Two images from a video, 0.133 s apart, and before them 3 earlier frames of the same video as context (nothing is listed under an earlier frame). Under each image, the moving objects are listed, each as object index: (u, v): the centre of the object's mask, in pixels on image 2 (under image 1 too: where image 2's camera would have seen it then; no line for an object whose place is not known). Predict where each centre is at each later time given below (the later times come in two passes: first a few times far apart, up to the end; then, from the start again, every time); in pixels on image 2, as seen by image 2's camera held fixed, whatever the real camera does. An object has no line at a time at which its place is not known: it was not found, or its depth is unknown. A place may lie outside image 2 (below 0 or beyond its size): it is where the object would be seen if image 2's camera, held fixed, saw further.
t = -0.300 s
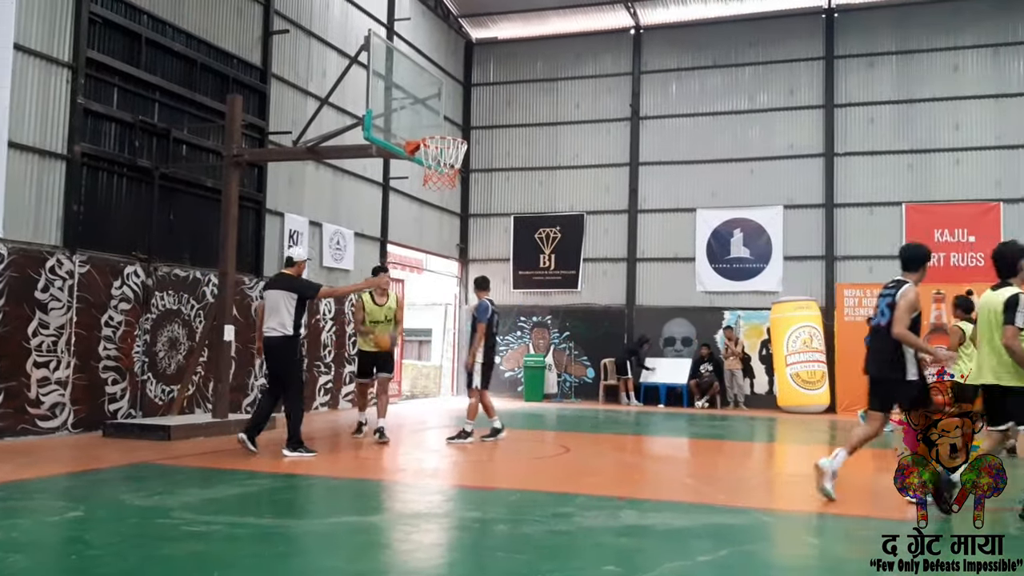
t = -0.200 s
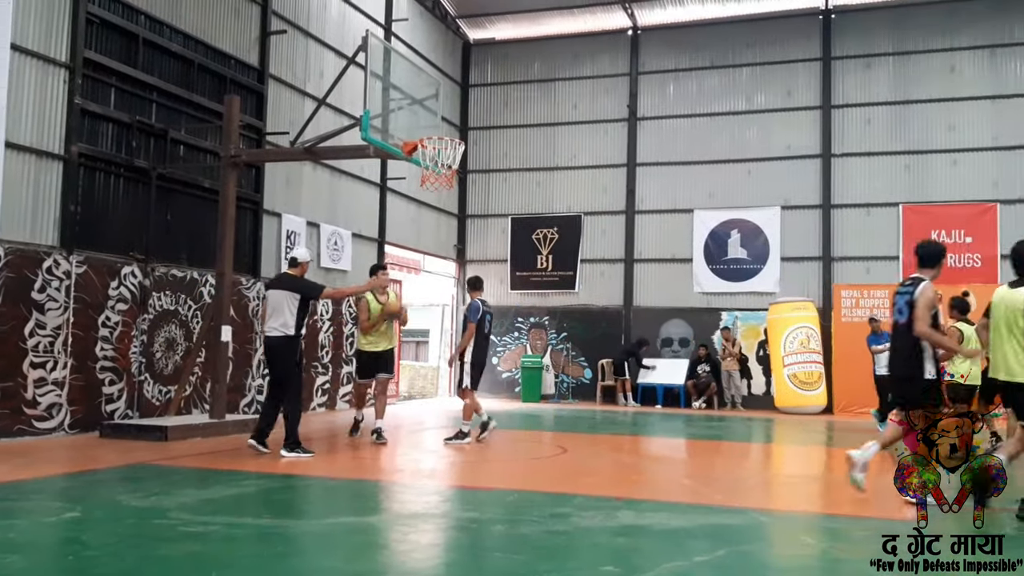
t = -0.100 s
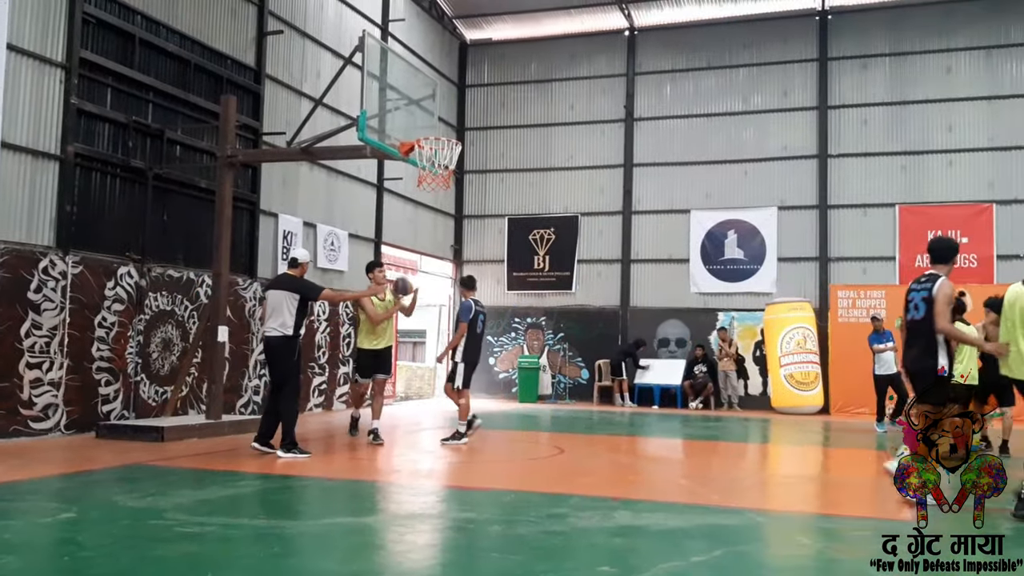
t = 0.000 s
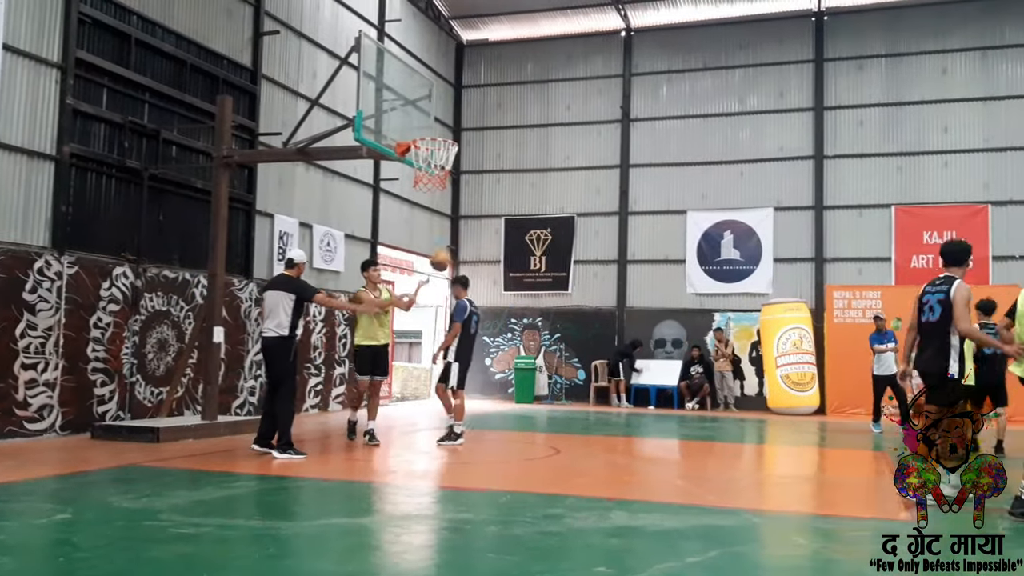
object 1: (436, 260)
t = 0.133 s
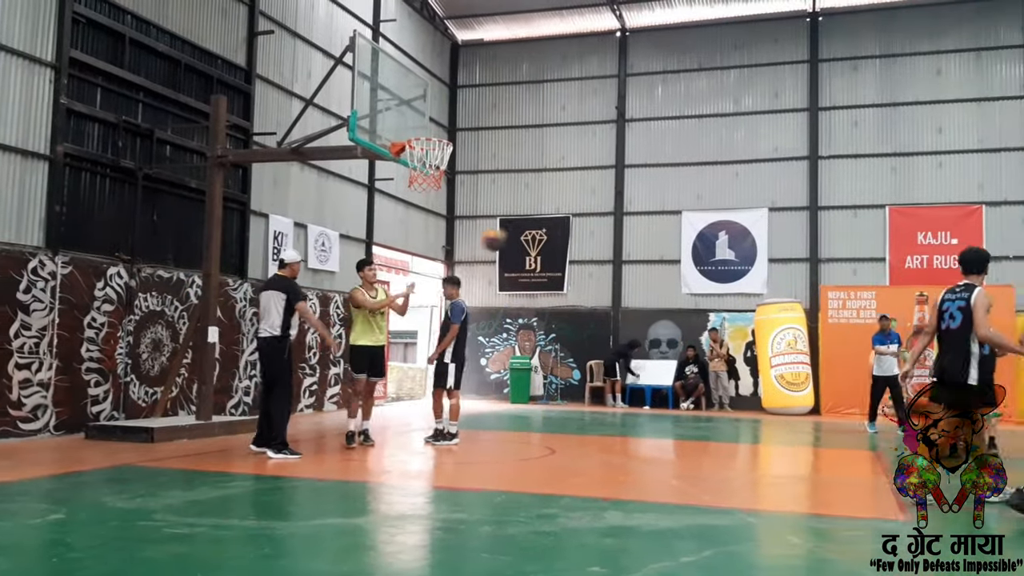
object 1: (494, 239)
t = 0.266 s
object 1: (556, 235)
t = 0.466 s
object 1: (653, 258)
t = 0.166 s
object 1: (509, 237)
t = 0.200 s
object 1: (523, 234)
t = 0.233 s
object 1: (541, 234)
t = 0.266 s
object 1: (556, 235)
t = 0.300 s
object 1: (570, 235)
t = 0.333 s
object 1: (586, 238)
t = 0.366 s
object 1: (603, 241)
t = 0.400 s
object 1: (619, 245)
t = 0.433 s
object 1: (636, 253)
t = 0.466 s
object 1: (653, 258)
